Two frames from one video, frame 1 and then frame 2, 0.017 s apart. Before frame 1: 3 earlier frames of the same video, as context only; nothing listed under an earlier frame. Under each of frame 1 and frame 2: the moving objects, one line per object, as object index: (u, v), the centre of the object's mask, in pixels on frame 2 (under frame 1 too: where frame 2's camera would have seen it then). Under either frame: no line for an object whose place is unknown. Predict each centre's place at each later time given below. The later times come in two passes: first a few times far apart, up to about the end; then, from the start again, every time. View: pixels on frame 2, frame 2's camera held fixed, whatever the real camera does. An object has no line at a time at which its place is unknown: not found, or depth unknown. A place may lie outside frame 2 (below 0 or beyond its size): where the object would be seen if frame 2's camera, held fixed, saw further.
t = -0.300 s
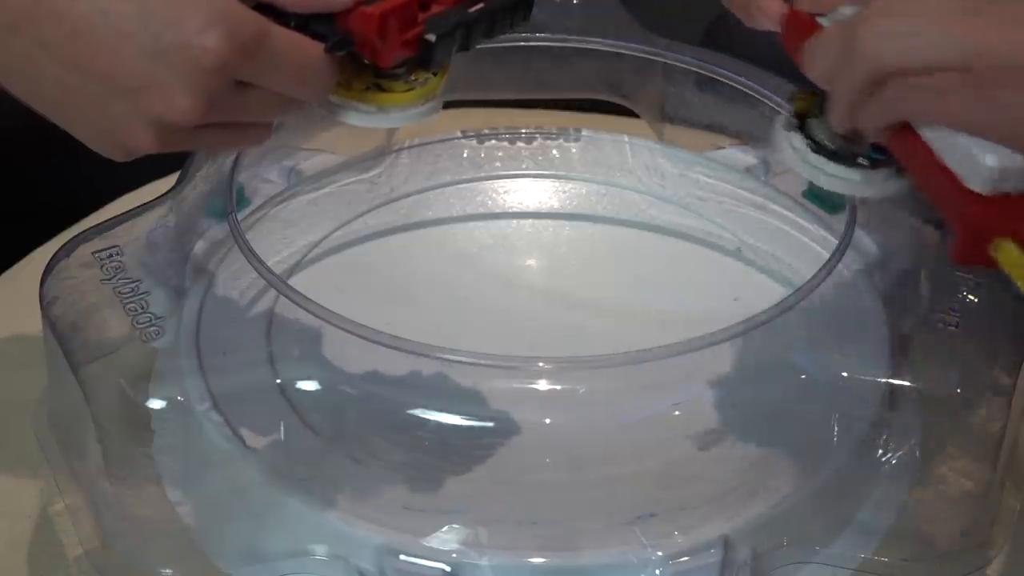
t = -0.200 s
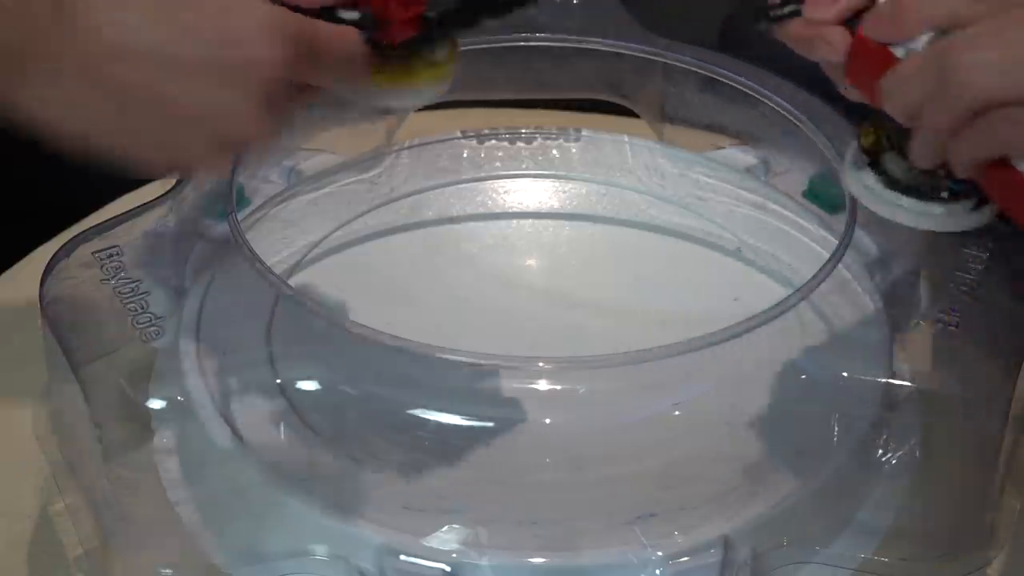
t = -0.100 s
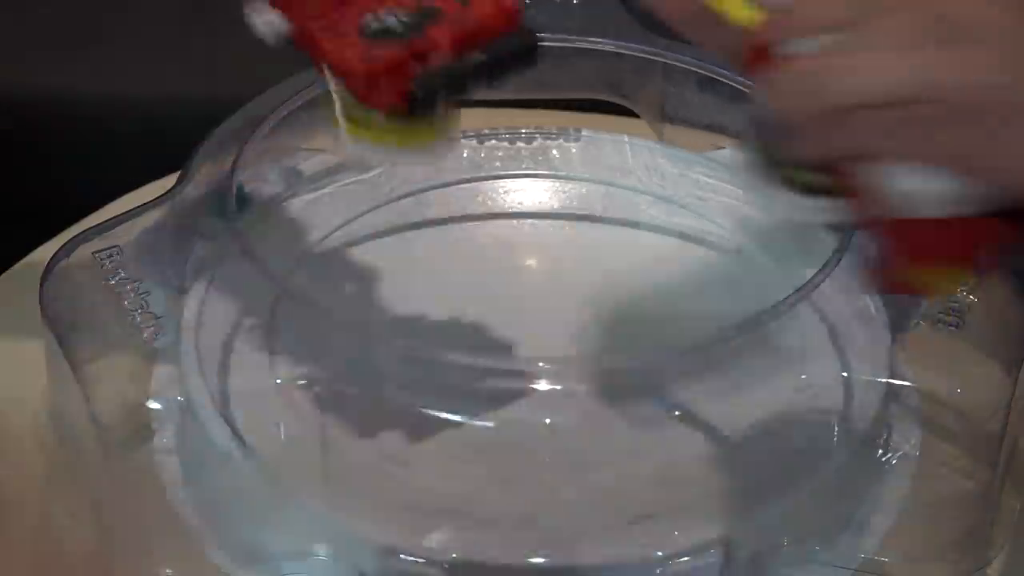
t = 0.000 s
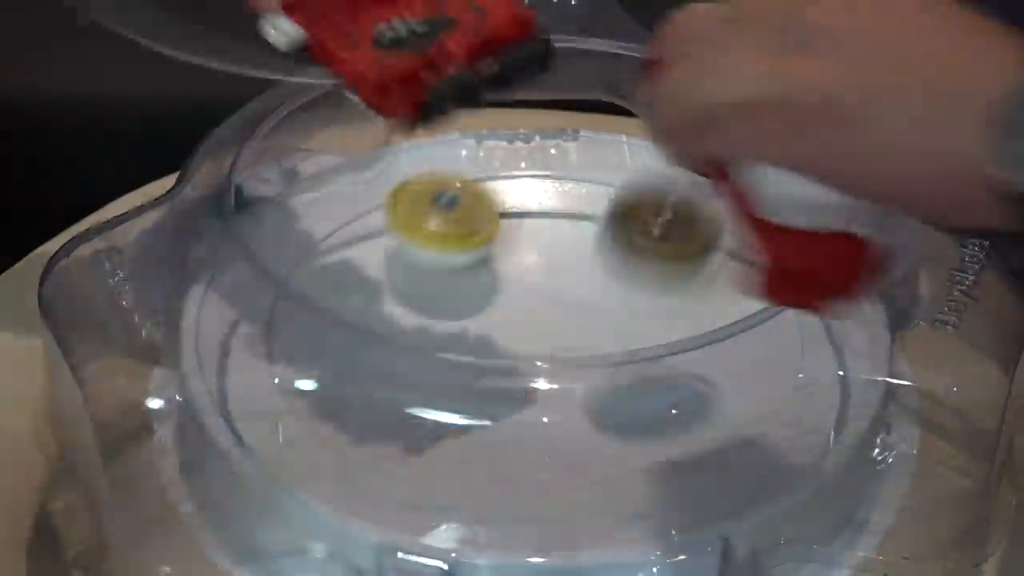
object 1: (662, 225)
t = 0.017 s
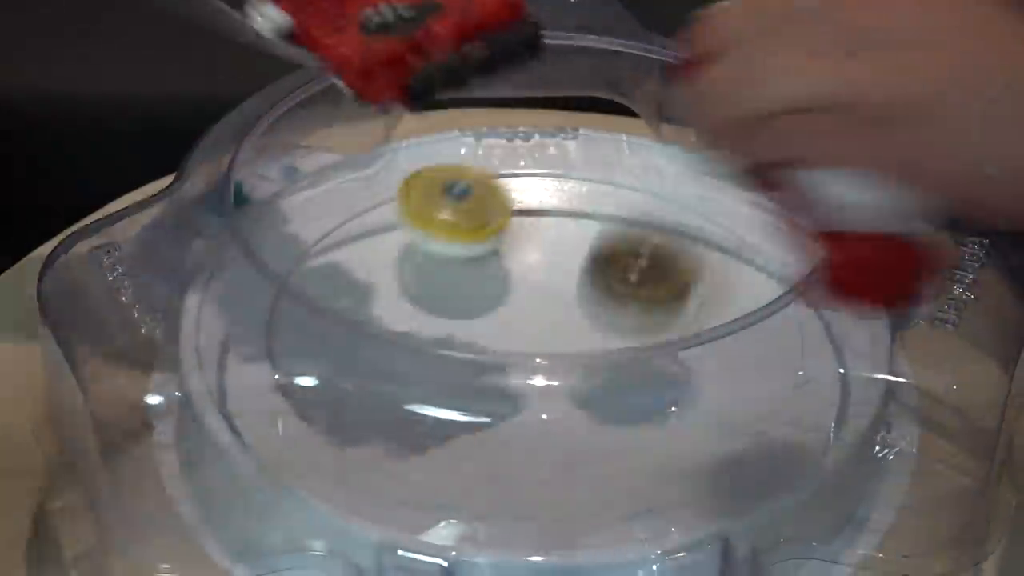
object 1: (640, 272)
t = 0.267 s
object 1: (430, 313)
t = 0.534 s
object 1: (607, 425)
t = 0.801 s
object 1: (734, 220)
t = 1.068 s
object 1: (388, 183)
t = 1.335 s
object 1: (472, 450)
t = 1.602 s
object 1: (748, 224)
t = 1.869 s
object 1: (410, 177)
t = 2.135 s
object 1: (310, 378)
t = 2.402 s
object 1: (639, 437)
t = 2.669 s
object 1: (709, 296)
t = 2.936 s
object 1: (526, 233)
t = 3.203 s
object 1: (370, 286)
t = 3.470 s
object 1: (448, 384)
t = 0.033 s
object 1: (619, 317)
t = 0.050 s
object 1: (605, 310)
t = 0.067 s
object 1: (593, 289)
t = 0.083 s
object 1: (580, 272)
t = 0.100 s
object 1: (568, 259)
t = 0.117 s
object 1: (555, 250)
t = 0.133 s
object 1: (543, 246)
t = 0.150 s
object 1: (530, 248)
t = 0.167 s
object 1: (515, 254)
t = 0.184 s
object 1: (494, 269)
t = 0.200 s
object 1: (473, 290)
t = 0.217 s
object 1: (458, 296)
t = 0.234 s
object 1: (447, 301)
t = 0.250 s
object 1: (436, 309)
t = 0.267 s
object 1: (430, 313)
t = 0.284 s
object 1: (418, 327)
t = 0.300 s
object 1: (414, 335)
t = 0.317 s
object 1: (414, 340)
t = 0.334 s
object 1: (411, 356)
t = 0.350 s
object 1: (414, 364)
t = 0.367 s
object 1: (416, 384)
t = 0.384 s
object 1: (428, 385)
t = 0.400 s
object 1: (438, 398)
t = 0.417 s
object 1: (451, 404)
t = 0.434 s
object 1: (469, 408)
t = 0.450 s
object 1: (490, 412)
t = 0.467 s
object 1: (508, 415)
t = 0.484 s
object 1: (530, 424)
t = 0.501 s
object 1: (556, 424)
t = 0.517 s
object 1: (580, 427)
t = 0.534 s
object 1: (607, 425)
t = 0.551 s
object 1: (636, 422)
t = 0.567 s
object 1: (664, 416)
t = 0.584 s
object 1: (689, 410)
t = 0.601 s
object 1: (718, 400)
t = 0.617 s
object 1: (743, 390)
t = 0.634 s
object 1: (760, 375)
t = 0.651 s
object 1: (775, 357)
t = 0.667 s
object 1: (788, 346)
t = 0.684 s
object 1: (789, 328)
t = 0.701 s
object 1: (791, 313)
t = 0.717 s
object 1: (791, 295)
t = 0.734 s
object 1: (784, 278)
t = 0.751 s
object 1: (774, 263)
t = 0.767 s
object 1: (763, 248)
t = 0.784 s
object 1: (750, 235)
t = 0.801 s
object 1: (734, 220)
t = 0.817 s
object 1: (717, 209)
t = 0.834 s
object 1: (699, 197)
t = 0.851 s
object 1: (679, 187)
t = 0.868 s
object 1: (659, 178)
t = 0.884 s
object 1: (636, 170)
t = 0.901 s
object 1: (616, 163)
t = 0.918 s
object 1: (594, 158)
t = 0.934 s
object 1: (572, 154)
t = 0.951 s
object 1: (549, 151)
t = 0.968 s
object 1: (526, 151)
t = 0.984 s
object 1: (504, 152)
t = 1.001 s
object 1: (482, 156)
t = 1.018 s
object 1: (457, 160)
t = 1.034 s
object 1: (434, 167)
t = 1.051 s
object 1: (412, 174)
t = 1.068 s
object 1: (388, 183)
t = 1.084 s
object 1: (369, 194)
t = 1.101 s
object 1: (348, 207)
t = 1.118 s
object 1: (331, 219)
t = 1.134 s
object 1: (313, 234)
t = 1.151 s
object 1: (304, 248)
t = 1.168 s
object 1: (284, 269)
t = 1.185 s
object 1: (272, 288)
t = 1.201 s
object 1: (269, 309)
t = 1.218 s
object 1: (273, 327)
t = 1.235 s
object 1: (285, 354)
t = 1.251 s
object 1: (303, 373)
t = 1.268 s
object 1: (326, 394)
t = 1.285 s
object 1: (348, 409)
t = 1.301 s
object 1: (392, 430)
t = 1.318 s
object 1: (432, 444)
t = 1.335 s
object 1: (472, 450)
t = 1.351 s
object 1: (518, 455)
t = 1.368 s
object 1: (563, 455)
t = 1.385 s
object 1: (604, 451)
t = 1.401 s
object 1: (645, 439)
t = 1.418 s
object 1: (677, 429)
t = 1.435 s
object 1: (712, 413)
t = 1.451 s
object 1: (736, 397)
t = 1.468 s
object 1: (755, 380)
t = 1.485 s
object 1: (772, 359)
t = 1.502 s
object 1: (781, 335)
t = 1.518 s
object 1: (785, 317)
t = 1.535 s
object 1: (787, 294)
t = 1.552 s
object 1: (781, 276)
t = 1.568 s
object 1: (773, 255)
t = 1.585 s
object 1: (762, 239)
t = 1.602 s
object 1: (748, 224)
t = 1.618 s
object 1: (732, 210)
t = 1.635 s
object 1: (713, 197)
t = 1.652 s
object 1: (691, 187)
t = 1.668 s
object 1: (669, 177)
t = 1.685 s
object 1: (646, 167)
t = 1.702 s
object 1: (624, 161)
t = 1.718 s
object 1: (603, 158)
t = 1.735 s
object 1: (579, 155)
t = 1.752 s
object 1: (555, 153)
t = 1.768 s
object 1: (533, 153)
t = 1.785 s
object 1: (512, 154)
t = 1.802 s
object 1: (490, 156)
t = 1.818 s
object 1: (469, 159)
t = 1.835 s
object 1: (448, 165)
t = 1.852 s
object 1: (429, 170)
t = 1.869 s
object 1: (410, 177)
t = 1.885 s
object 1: (392, 185)
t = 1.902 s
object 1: (374, 195)
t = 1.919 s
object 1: (358, 204)
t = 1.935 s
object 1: (344, 215)
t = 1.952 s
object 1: (331, 226)
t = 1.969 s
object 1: (319, 239)
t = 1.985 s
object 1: (310, 250)
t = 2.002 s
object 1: (301, 265)
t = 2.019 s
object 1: (295, 277)
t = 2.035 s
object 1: (289, 292)
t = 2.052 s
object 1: (286, 307)
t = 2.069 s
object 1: (284, 322)
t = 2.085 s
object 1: (287, 336)
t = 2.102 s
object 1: (291, 351)
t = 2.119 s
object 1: (299, 364)
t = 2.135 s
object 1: (310, 378)
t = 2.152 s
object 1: (326, 390)
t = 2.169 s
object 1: (342, 402)
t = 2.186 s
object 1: (360, 412)
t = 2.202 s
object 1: (380, 421)
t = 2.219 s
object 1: (401, 431)
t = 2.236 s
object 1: (424, 438)
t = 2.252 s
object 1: (447, 444)
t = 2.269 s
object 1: (468, 449)
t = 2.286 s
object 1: (493, 453)
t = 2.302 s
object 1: (513, 453)
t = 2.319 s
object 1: (537, 455)
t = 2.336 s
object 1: (558, 453)
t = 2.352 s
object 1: (579, 450)
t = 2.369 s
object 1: (601, 447)
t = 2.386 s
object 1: (621, 442)
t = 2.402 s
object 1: (639, 437)
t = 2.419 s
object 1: (656, 431)
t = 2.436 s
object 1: (671, 424)
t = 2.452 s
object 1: (684, 417)
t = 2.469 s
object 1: (696, 409)
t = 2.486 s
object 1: (707, 402)
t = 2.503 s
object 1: (715, 391)
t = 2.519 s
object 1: (722, 382)
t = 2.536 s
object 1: (729, 374)
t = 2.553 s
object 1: (736, 366)
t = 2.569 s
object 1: (741, 359)
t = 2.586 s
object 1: (736, 344)
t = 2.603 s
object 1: (734, 335)
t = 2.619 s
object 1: (727, 323)
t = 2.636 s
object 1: (723, 313)
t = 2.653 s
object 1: (713, 301)
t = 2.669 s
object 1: (709, 296)
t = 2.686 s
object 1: (704, 290)
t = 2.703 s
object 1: (695, 282)
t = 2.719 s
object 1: (685, 275)
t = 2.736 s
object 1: (675, 268)
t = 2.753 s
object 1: (664, 262)
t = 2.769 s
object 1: (652, 257)
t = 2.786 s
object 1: (641, 252)
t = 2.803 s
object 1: (629, 248)
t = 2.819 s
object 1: (616, 244)
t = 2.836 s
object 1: (603, 241)
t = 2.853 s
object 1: (591, 239)
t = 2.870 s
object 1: (577, 236)
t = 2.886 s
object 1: (564, 234)
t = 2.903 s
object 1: (551, 234)
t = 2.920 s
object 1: (538, 233)
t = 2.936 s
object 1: (526, 233)
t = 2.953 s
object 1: (514, 233)
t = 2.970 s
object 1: (501, 234)
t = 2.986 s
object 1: (488, 235)
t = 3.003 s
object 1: (476, 237)
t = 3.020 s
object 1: (465, 239)
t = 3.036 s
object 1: (453, 241)
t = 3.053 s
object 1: (442, 244)
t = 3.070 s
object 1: (432, 247)
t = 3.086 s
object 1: (421, 250)
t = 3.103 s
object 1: (412, 254)
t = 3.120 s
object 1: (403, 259)
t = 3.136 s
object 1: (395, 264)
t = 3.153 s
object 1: (386, 269)
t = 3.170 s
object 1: (381, 275)
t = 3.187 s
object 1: (374, 280)
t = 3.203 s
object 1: (370, 286)
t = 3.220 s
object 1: (368, 292)
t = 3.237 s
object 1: (364, 298)
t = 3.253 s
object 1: (363, 303)
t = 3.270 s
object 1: (362, 313)
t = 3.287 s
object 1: (363, 320)
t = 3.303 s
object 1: (366, 328)
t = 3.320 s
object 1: (370, 335)
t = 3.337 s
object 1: (375, 342)
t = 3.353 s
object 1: (382, 348)
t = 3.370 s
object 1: (388, 357)
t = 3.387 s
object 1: (396, 362)
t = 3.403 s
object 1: (403, 373)
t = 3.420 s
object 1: (413, 376)
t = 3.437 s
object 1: (423, 378)
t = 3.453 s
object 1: (436, 381)
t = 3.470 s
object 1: (448, 384)
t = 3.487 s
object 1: (458, 385)
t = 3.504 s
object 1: (467, 387)
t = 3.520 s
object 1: (475, 388)
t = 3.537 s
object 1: (484, 390)
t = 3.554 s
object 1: (494, 391)
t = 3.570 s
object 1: (501, 393)
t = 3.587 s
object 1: (508, 394)
